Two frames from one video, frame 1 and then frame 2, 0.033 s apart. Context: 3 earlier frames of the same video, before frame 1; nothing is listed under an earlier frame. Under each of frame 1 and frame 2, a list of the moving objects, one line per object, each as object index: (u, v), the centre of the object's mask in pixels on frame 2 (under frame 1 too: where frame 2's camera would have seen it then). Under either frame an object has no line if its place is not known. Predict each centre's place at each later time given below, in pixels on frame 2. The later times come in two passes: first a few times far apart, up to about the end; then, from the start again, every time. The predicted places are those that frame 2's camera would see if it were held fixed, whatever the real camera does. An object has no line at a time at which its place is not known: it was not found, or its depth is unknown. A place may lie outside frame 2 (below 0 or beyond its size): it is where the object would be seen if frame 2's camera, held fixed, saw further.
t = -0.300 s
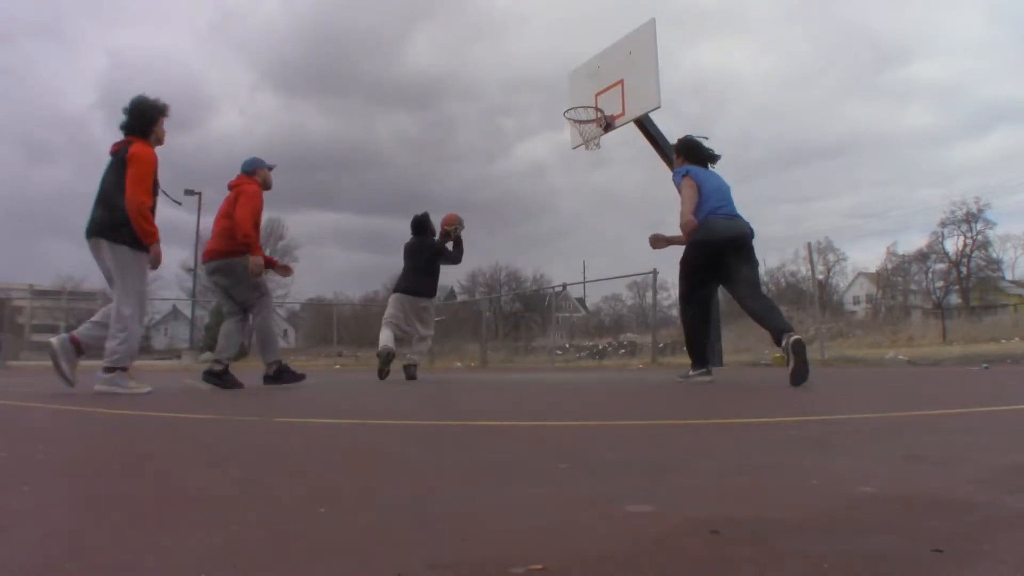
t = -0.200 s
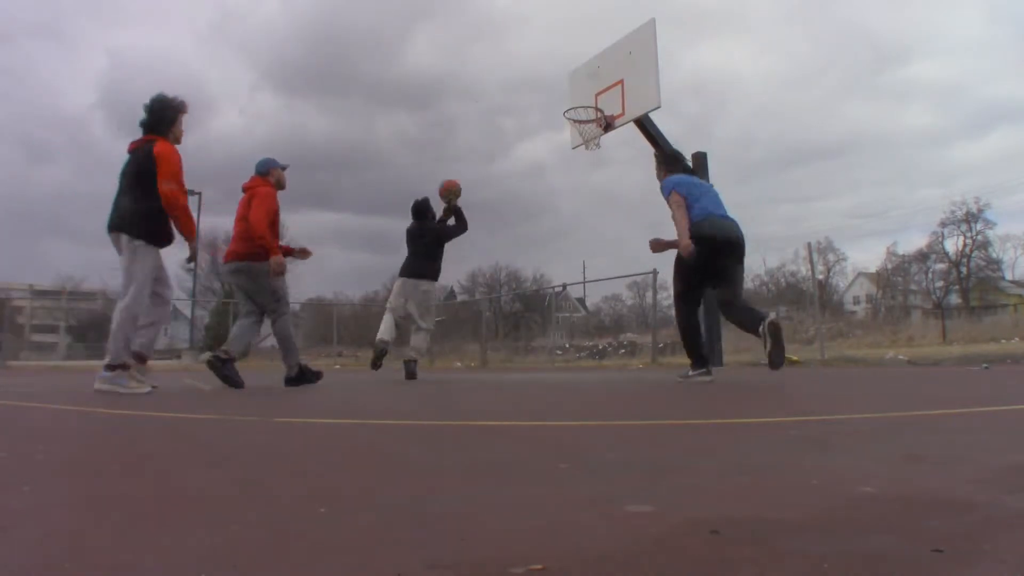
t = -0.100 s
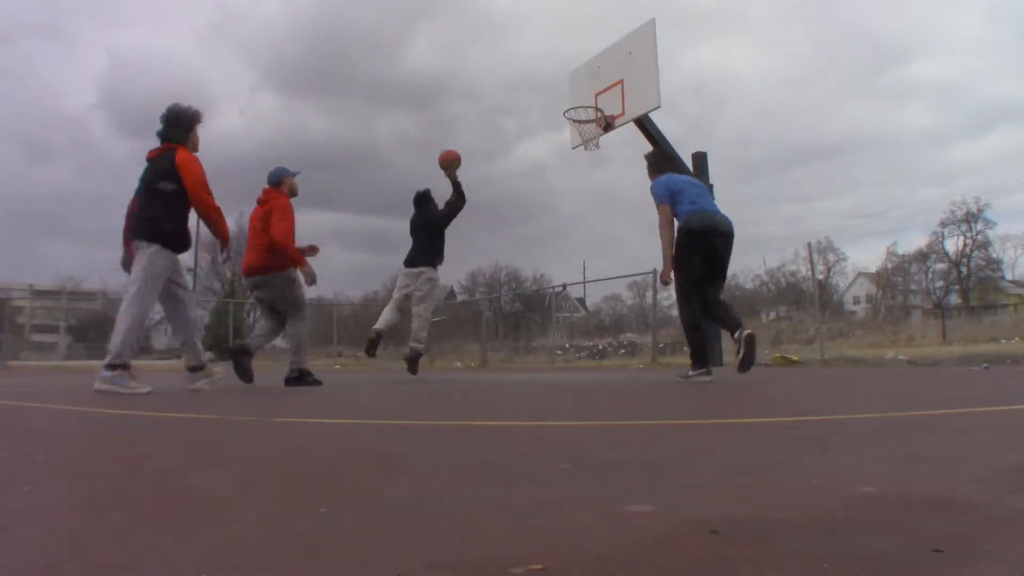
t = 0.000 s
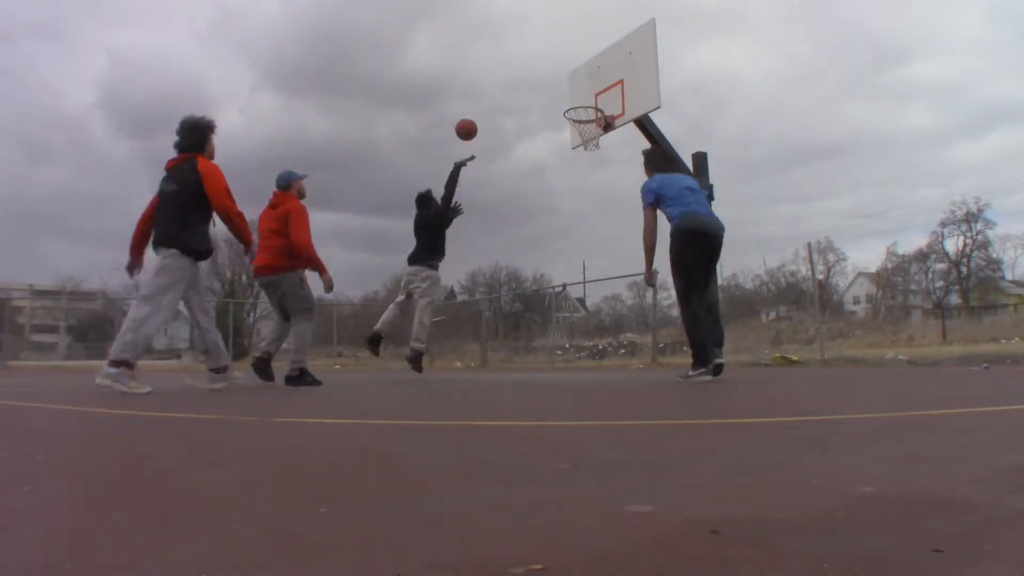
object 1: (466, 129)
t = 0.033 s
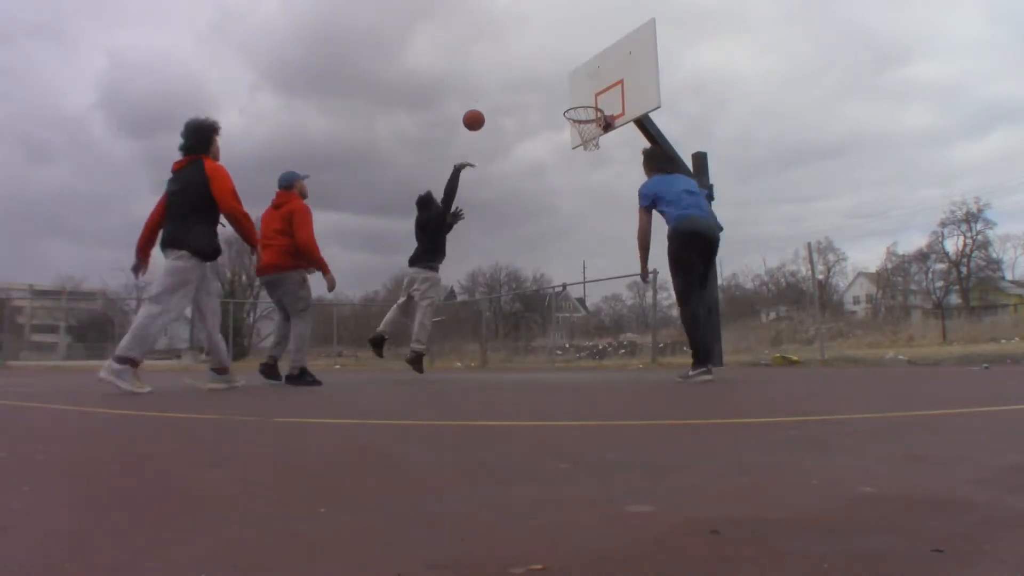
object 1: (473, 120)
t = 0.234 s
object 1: (516, 87)
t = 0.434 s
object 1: (555, 89)
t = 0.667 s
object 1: (588, 114)
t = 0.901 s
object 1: (577, 143)
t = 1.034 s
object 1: (574, 170)
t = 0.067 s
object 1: (481, 112)
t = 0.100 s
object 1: (488, 105)
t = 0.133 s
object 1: (495, 99)
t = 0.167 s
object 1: (502, 94)
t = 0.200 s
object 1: (509, 90)
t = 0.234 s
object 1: (516, 87)
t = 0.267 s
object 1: (522, 85)
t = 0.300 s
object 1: (529, 84)
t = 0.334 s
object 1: (535, 84)
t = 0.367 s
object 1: (542, 85)
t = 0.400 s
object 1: (548, 86)
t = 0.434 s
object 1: (555, 89)
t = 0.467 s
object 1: (561, 92)
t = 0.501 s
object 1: (567, 96)
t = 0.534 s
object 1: (573, 101)
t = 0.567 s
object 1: (579, 106)
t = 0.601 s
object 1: (586, 113)
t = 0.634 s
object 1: (587, 114)
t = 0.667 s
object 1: (588, 114)
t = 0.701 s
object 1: (589, 116)
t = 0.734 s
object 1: (587, 119)
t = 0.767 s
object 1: (585, 124)
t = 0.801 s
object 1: (582, 130)
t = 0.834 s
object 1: (580, 134)
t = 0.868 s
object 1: (579, 138)
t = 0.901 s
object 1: (577, 143)
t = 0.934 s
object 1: (577, 148)
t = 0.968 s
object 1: (576, 155)
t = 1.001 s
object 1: (575, 162)
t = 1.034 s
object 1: (574, 170)
